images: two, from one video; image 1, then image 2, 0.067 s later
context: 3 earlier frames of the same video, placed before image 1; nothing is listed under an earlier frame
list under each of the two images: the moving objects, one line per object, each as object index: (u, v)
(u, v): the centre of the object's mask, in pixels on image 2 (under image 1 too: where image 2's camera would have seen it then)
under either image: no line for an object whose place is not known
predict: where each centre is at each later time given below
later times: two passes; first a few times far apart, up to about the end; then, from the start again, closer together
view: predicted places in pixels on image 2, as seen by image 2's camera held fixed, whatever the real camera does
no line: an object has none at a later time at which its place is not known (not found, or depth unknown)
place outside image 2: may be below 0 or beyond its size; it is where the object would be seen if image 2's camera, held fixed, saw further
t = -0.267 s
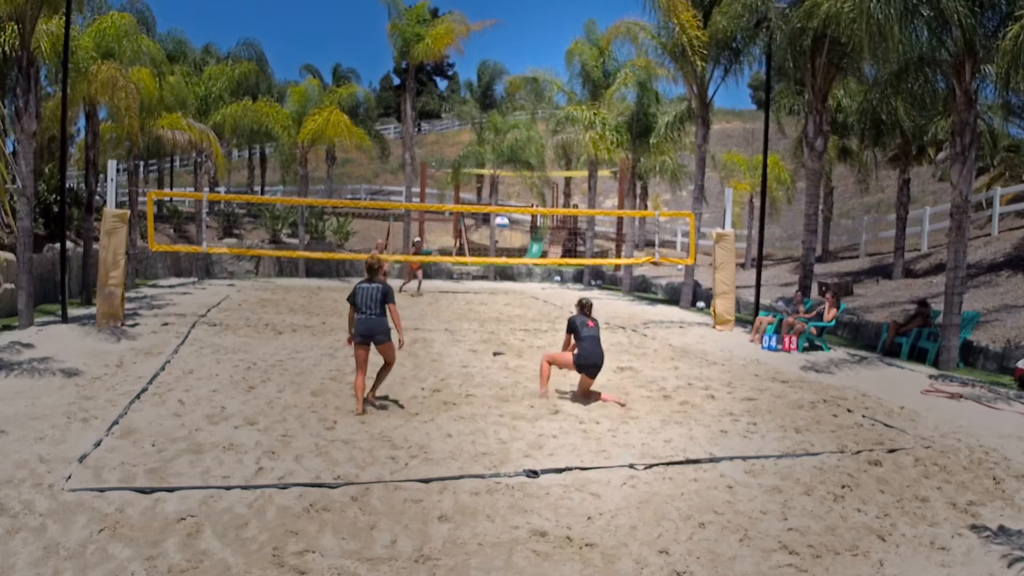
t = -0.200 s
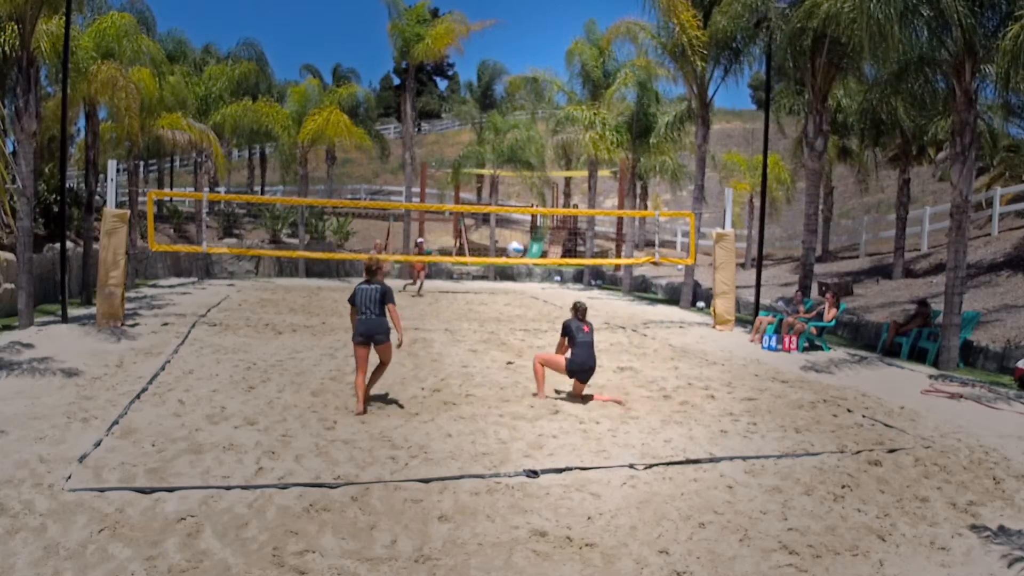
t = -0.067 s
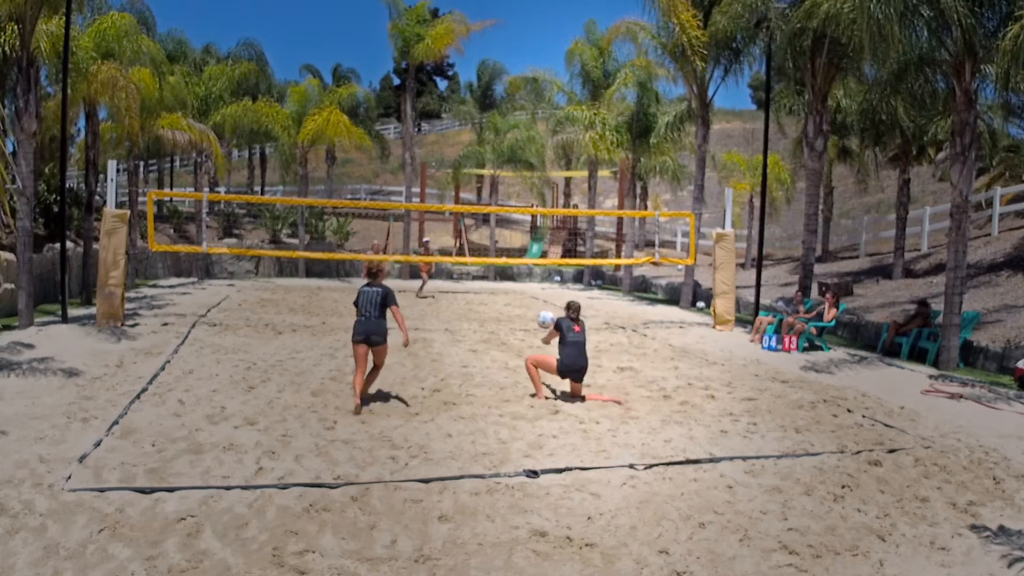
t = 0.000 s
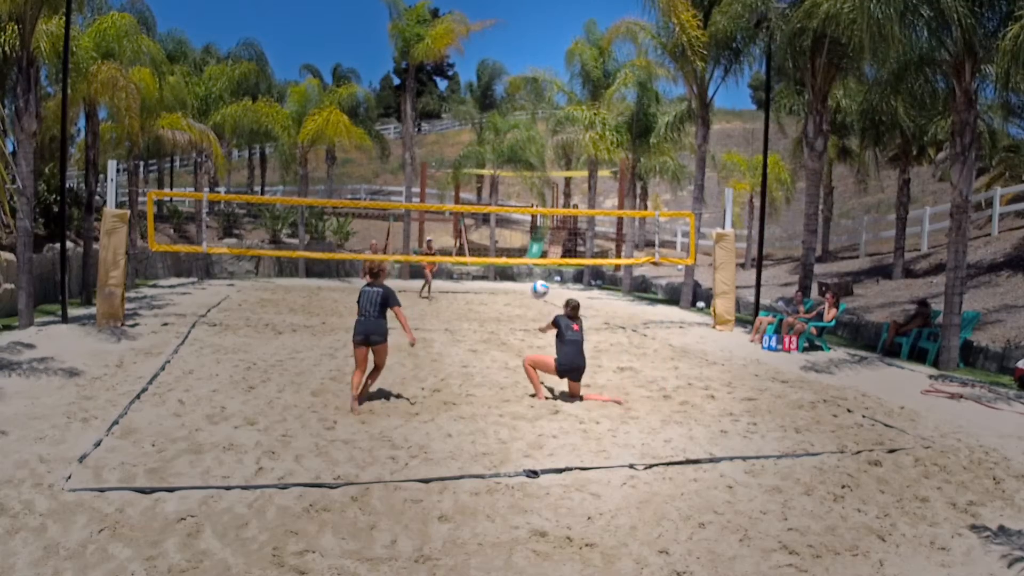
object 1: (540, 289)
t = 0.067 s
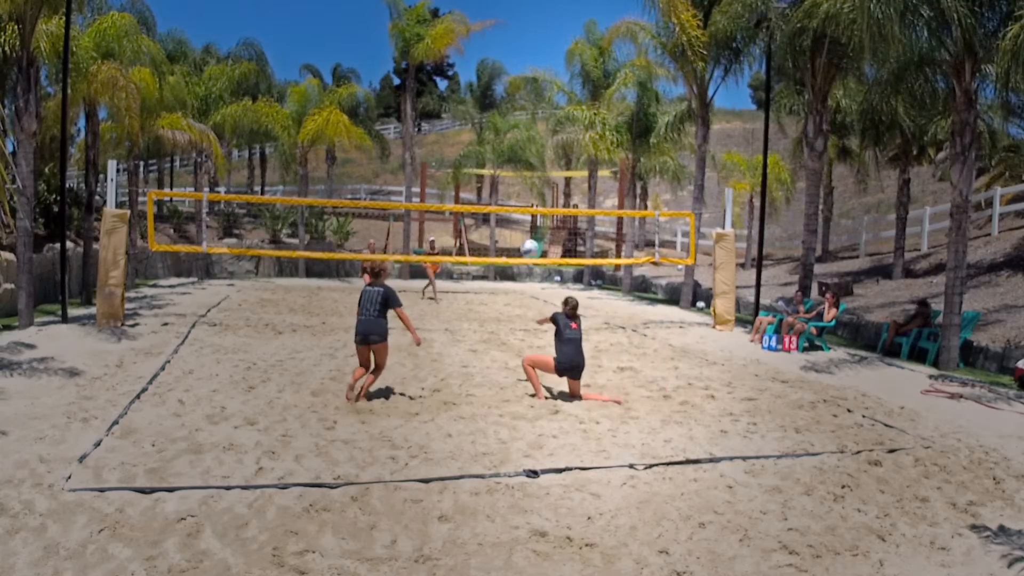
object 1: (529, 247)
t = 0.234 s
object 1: (504, 163)
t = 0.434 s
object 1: (474, 95)
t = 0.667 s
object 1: (440, 56)
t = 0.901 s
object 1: (407, 59)
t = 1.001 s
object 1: (393, 72)
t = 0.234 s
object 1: (504, 163)
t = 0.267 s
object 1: (499, 150)
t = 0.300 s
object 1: (494, 137)
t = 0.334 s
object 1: (488, 124)
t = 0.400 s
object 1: (479, 103)
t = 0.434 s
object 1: (474, 95)
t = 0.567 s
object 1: (454, 67)
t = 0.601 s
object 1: (449, 63)
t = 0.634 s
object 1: (445, 59)
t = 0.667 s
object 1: (440, 56)
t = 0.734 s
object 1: (431, 52)
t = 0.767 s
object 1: (426, 52)
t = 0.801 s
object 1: (421, 52)
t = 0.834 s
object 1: (416, 54)
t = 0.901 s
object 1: (407, 59)
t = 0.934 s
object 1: (402, 63)
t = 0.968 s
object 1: (398, 66)
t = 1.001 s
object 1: (393, 72)
